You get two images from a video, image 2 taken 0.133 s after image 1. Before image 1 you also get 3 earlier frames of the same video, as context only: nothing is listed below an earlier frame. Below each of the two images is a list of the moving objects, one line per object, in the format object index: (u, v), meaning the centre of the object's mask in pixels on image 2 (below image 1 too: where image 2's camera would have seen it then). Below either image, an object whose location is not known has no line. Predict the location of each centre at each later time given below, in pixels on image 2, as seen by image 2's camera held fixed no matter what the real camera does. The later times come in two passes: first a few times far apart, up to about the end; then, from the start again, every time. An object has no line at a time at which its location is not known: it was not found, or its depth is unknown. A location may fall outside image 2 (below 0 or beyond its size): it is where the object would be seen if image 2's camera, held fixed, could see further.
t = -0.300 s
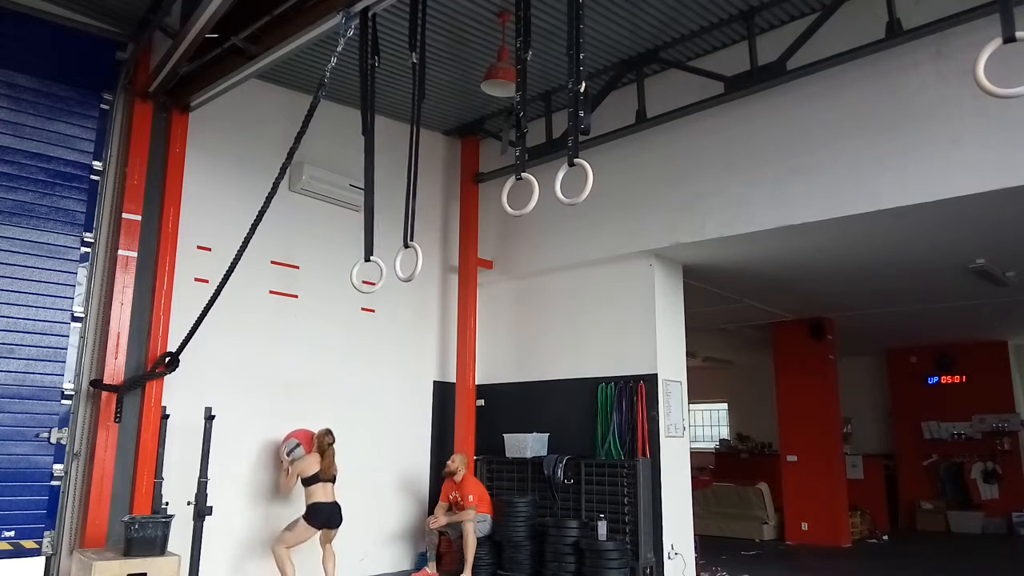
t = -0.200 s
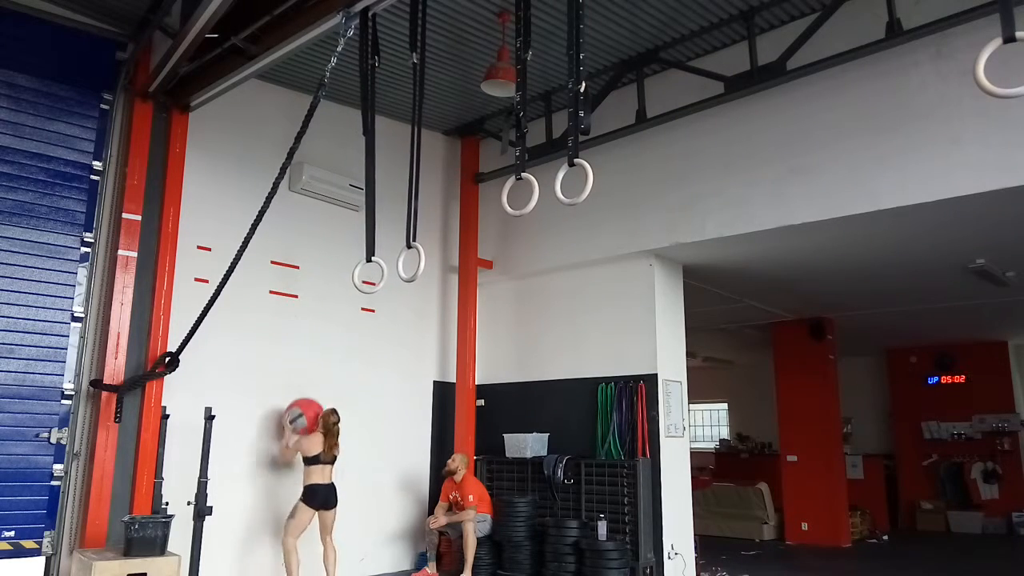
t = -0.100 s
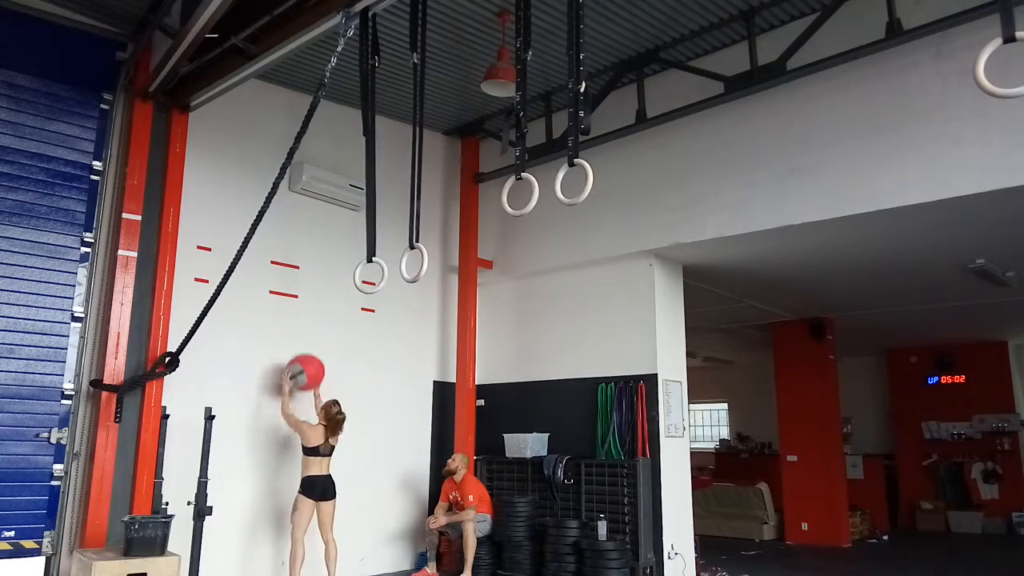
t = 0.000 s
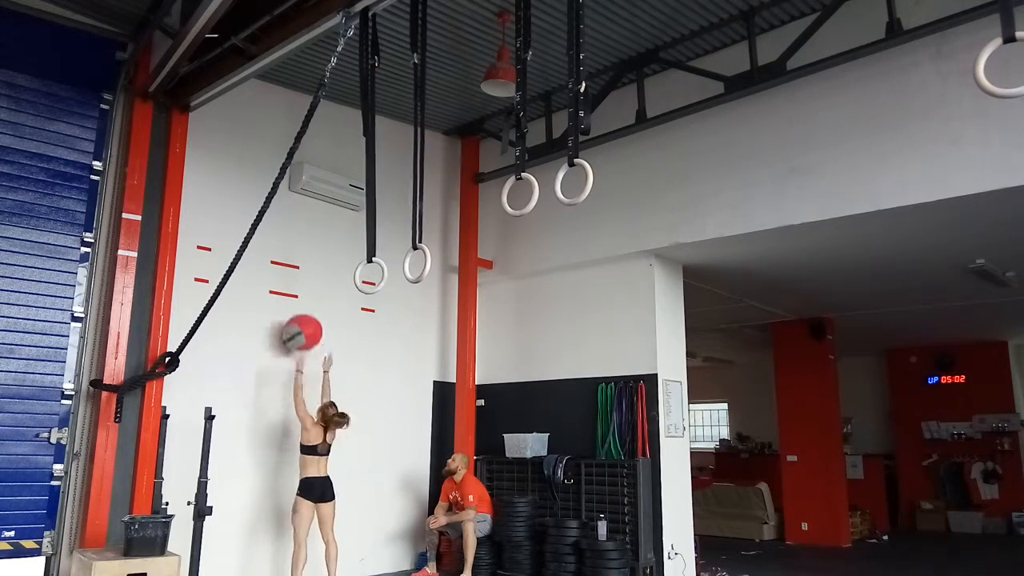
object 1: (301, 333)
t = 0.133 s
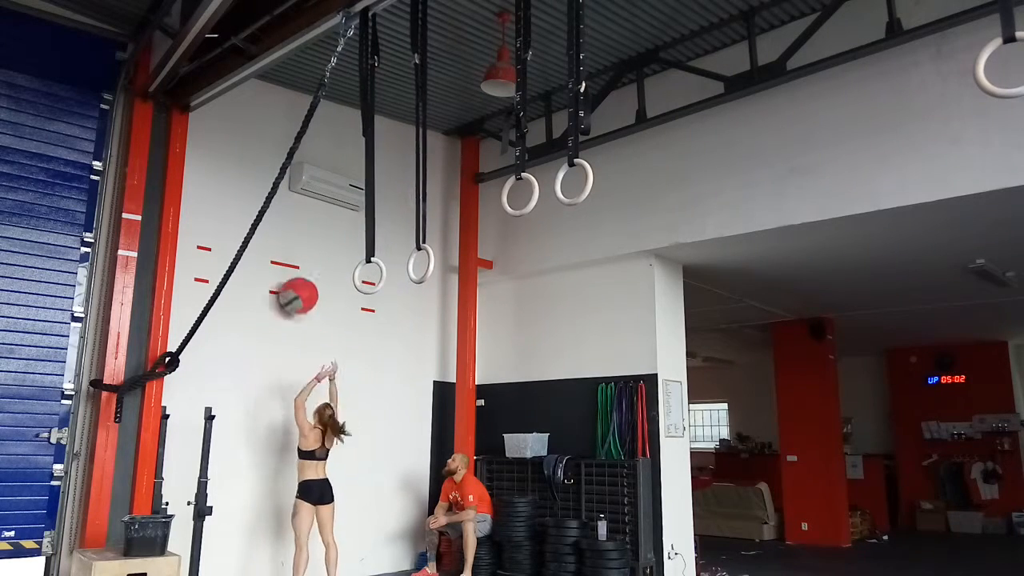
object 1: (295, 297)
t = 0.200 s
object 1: (293, 284)
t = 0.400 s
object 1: (298, 279)
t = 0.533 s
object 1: (302, 295)
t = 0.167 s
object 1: (294, 288)
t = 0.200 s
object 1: (293, 284)
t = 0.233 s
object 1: (294, 281)
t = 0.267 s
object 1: (295, 279)
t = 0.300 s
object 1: (296, 278)
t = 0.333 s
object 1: (297, 277)
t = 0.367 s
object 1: (297, 278)
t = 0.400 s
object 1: (298, 279)
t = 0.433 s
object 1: (299, 281)
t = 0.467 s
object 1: (300, 284)
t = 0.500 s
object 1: (300, 288)
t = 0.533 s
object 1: (302, 295)
